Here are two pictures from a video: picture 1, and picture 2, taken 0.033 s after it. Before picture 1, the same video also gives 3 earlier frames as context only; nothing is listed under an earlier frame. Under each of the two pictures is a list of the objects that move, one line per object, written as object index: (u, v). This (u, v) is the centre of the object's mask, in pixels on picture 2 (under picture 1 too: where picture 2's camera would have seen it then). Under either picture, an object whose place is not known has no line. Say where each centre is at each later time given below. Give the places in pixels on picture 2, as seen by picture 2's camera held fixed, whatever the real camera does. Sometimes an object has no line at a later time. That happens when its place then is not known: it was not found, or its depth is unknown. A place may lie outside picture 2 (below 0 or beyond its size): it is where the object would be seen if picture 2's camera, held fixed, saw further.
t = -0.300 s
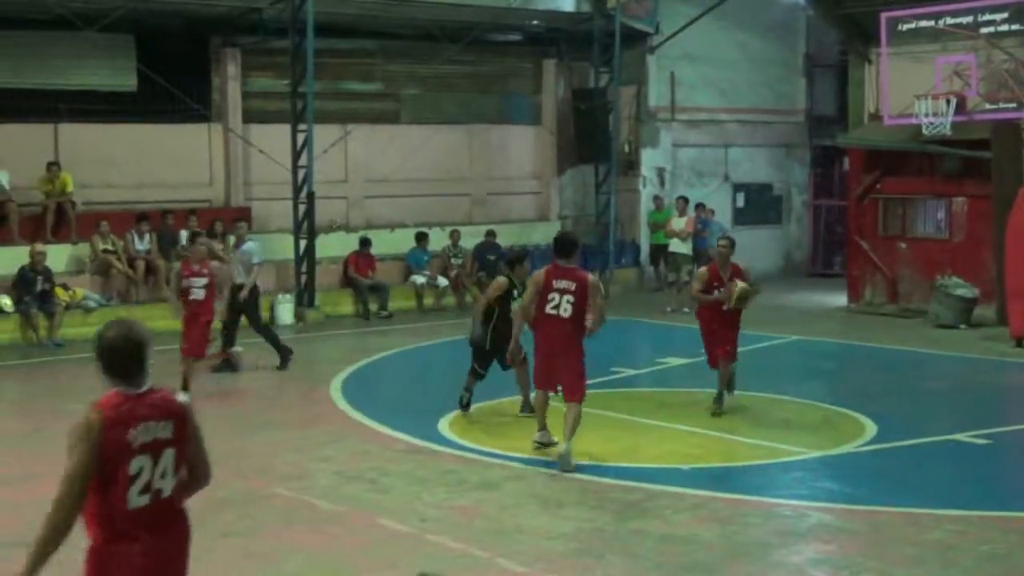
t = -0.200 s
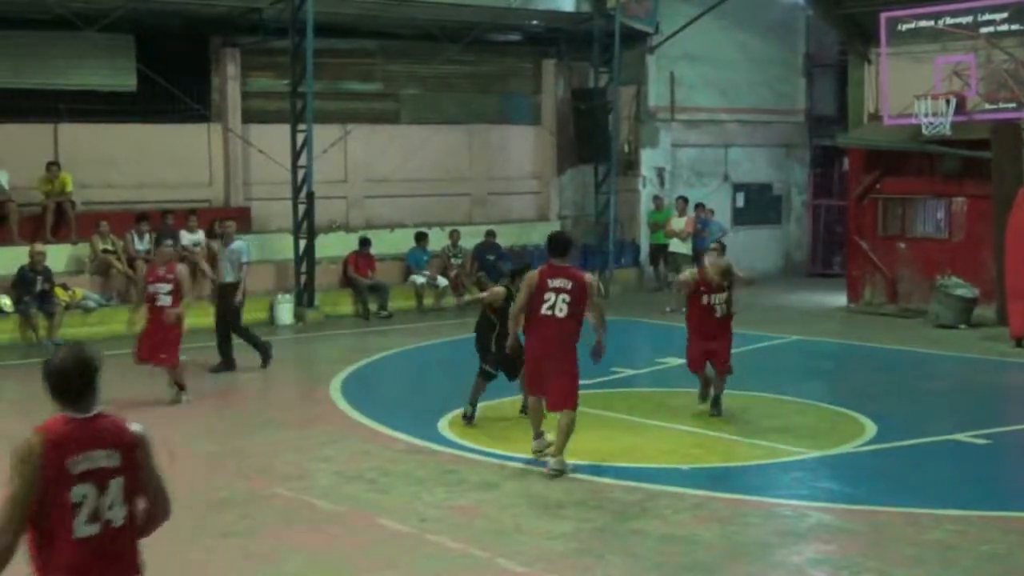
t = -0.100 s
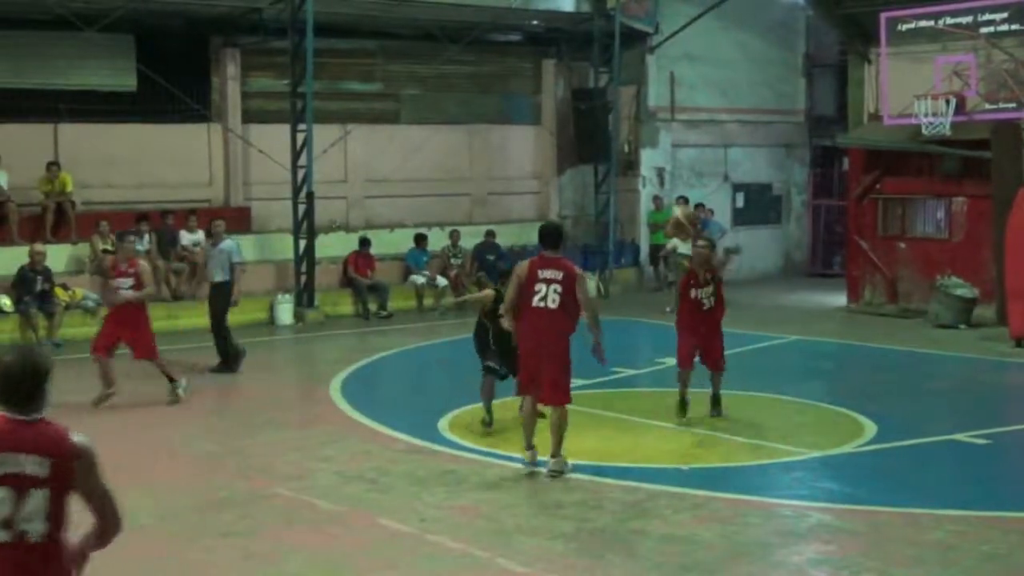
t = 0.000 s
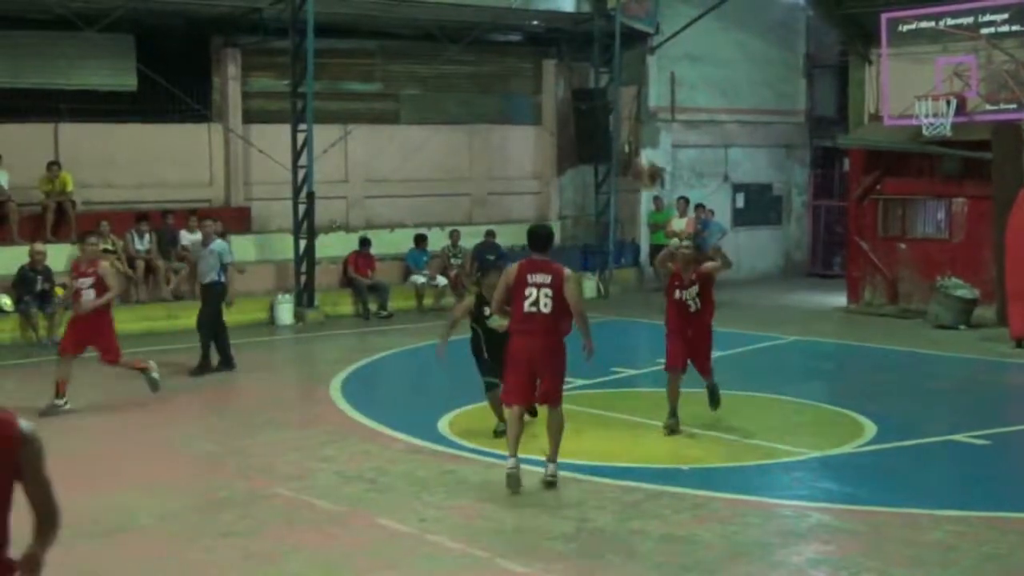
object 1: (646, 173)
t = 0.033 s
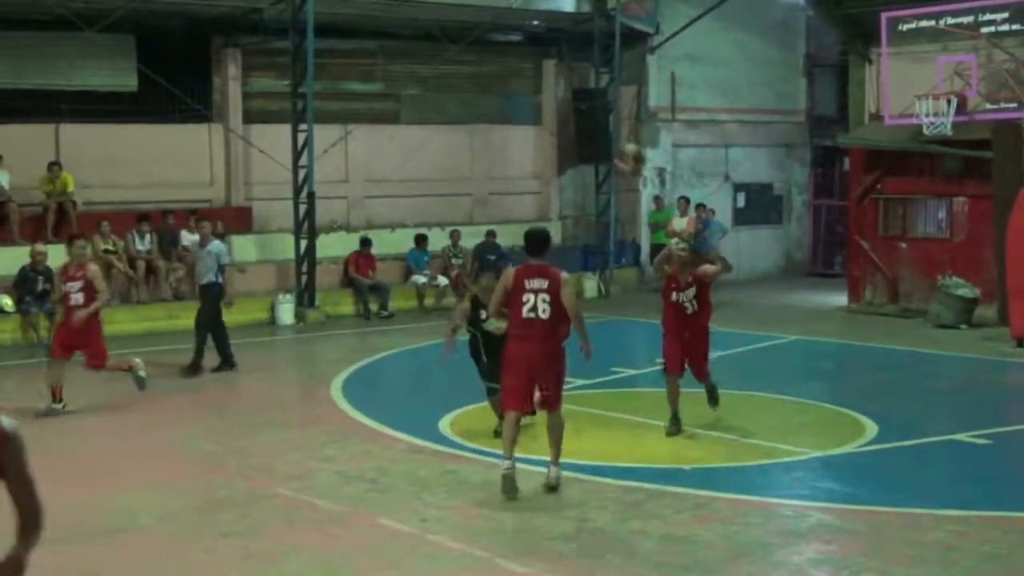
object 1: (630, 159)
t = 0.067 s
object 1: (613, 143)
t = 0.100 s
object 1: (594, 129)
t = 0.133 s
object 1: (578, 120)
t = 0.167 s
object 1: (559, 108)
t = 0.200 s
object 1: (541, 98)
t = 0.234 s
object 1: (521, 91)
